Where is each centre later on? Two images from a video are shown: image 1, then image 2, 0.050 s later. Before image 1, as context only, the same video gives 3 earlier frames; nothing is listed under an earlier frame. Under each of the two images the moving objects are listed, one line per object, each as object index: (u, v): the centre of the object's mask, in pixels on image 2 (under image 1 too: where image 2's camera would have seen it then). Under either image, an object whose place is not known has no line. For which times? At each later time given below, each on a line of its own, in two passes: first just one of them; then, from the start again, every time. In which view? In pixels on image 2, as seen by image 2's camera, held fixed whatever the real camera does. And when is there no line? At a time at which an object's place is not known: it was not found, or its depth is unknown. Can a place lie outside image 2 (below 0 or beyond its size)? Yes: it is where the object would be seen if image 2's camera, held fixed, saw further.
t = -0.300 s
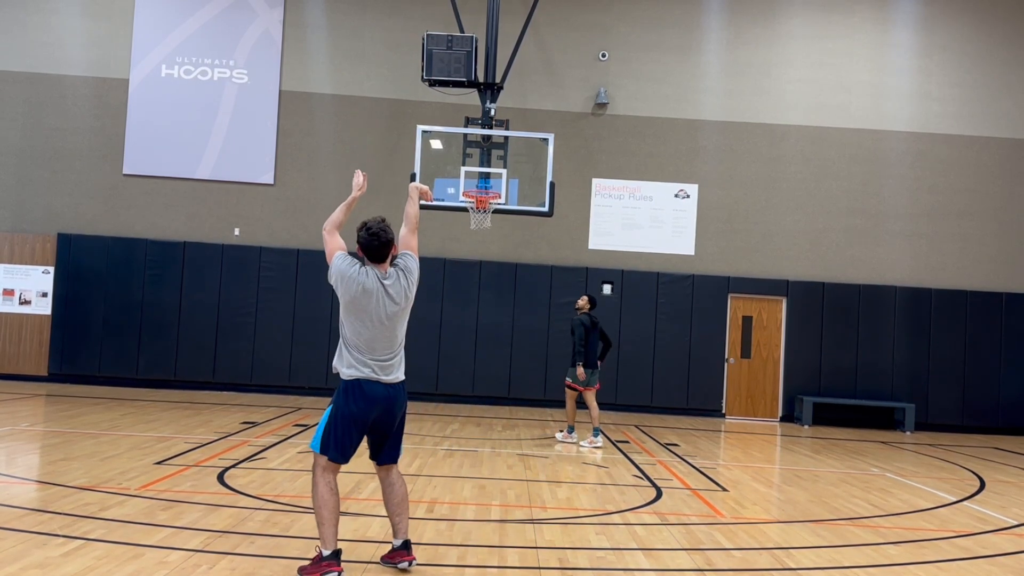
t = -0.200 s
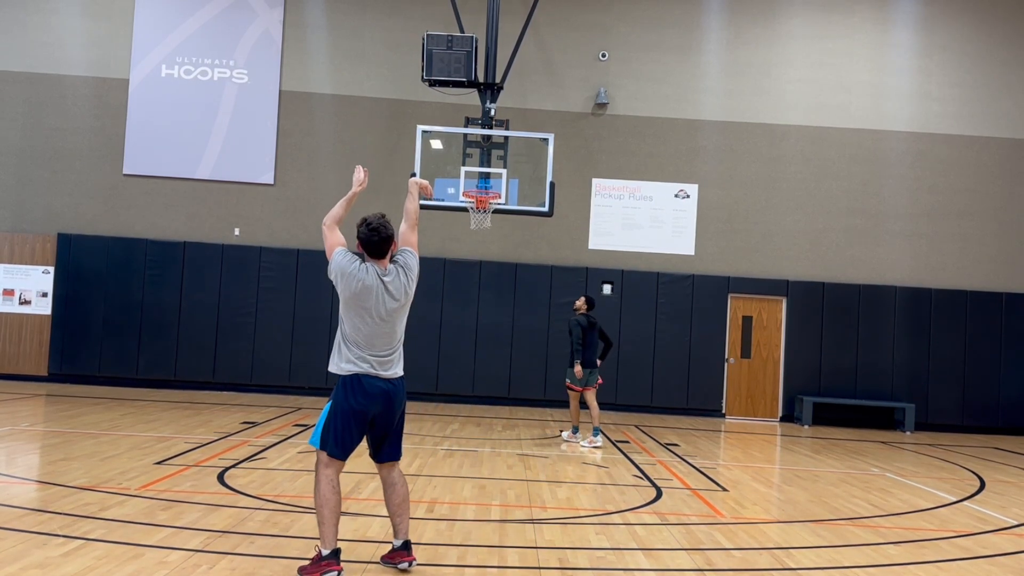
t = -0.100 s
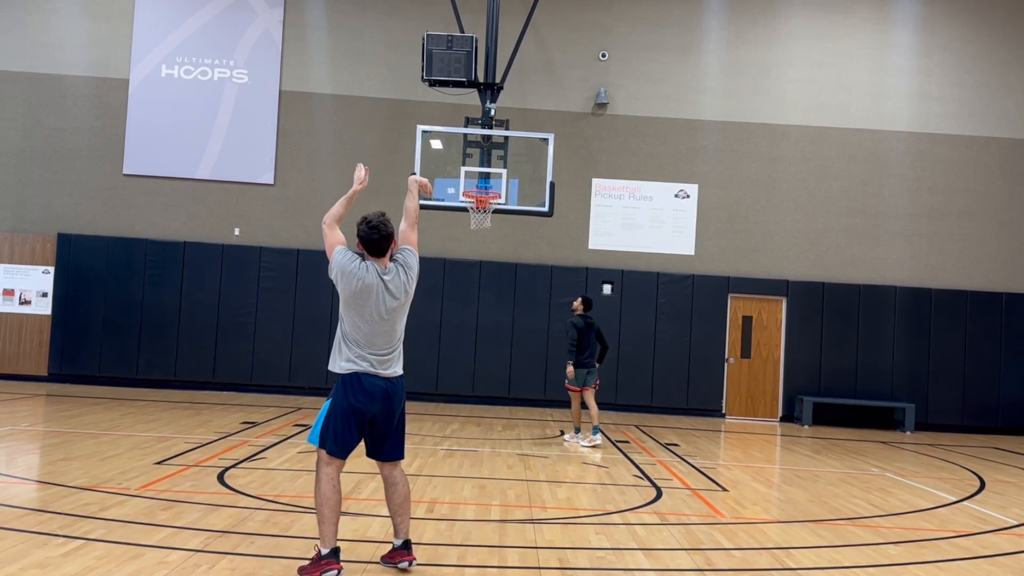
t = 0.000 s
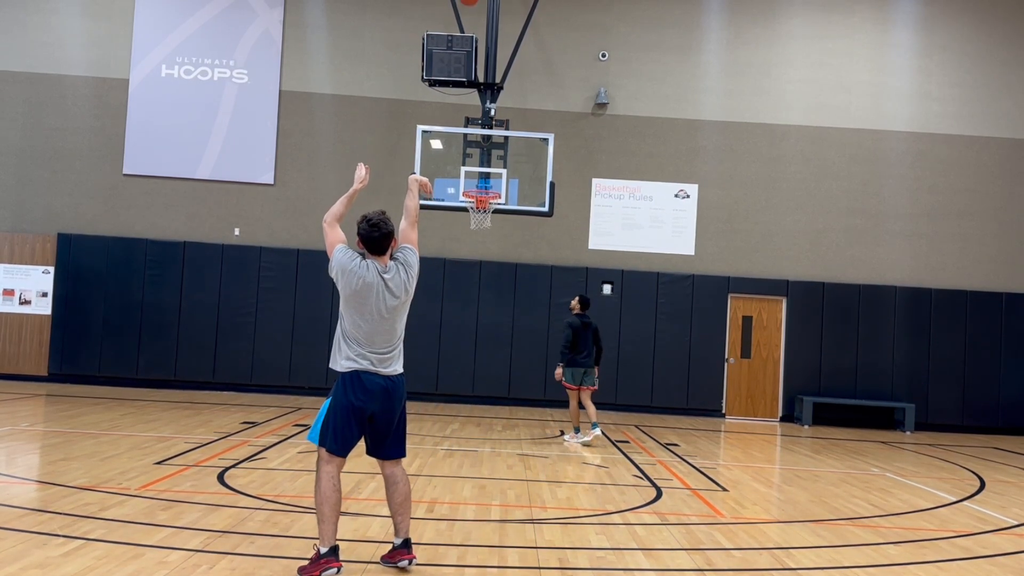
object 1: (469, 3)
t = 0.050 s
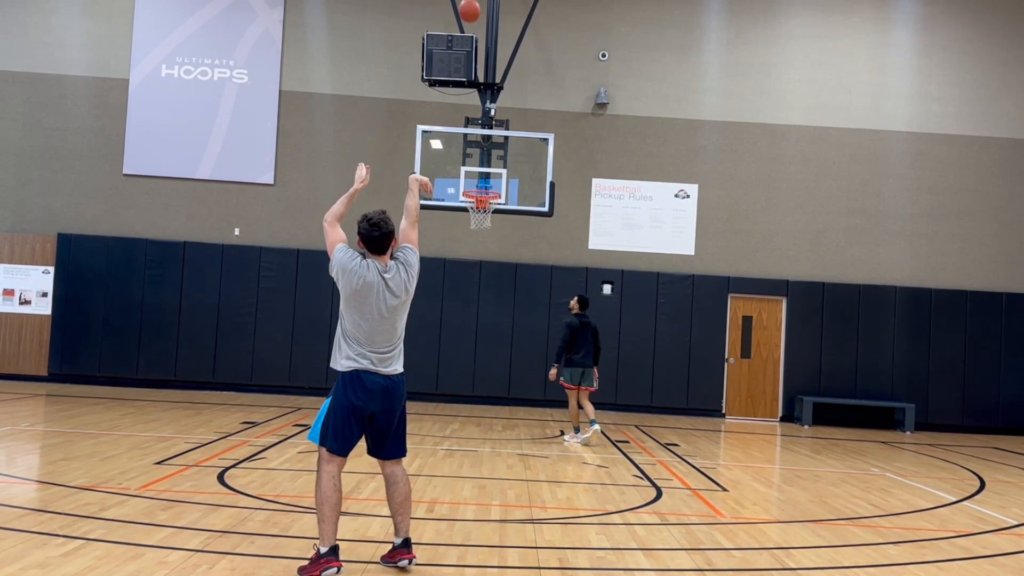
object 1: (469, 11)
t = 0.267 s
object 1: (472, 98)
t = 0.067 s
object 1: (469, 16)
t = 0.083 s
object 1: (470, 23)
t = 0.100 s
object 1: (470, 29)
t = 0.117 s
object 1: (470, 35)
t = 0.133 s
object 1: (470, 42)
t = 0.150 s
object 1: (470, 49)
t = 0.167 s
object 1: (471, 55)
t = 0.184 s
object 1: (471, 62)
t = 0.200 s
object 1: (471, 69)
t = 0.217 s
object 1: (472, 77)
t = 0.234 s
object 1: (472, 83)
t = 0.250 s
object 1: (472, 91)
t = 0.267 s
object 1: (472, 98)
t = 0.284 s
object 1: (472, 106)
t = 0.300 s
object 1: (472, 114)
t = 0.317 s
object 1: (472, 121)
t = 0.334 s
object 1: (472, 129)
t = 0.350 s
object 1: (472, 138)
